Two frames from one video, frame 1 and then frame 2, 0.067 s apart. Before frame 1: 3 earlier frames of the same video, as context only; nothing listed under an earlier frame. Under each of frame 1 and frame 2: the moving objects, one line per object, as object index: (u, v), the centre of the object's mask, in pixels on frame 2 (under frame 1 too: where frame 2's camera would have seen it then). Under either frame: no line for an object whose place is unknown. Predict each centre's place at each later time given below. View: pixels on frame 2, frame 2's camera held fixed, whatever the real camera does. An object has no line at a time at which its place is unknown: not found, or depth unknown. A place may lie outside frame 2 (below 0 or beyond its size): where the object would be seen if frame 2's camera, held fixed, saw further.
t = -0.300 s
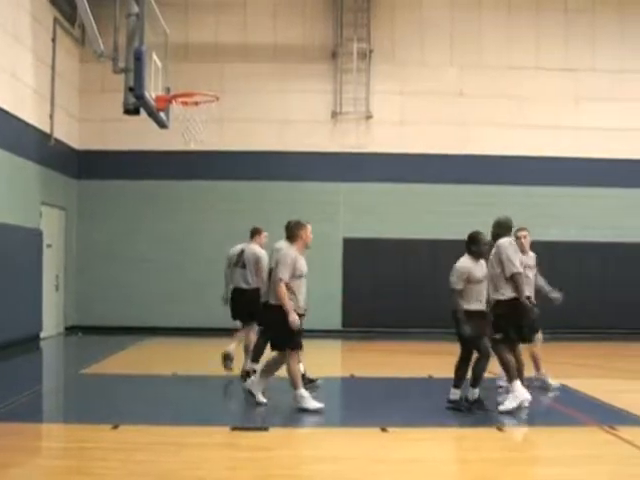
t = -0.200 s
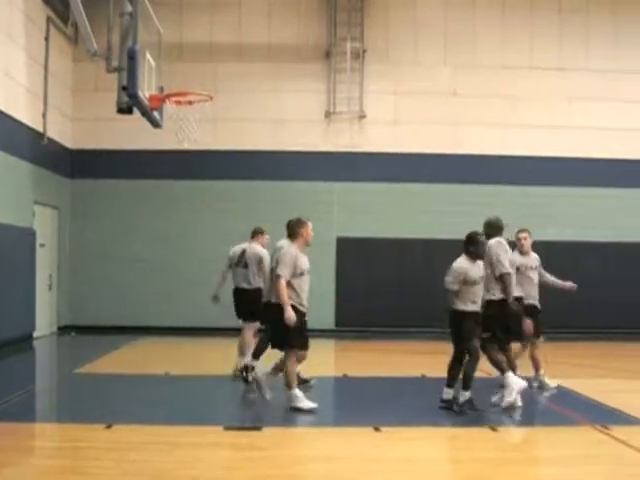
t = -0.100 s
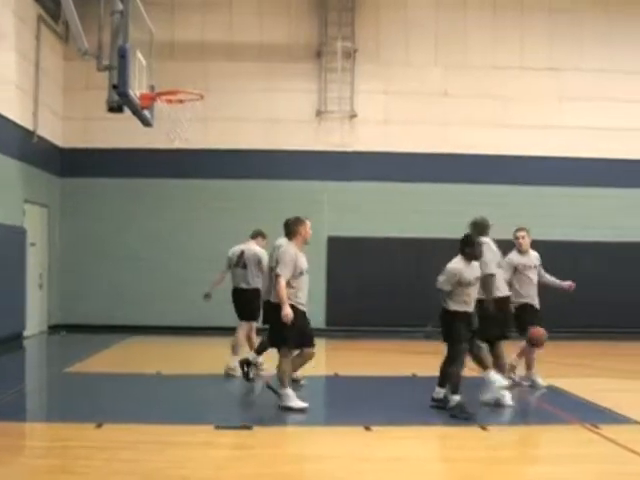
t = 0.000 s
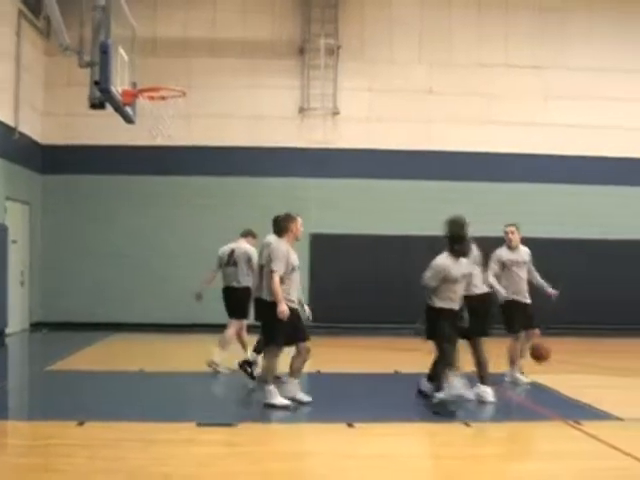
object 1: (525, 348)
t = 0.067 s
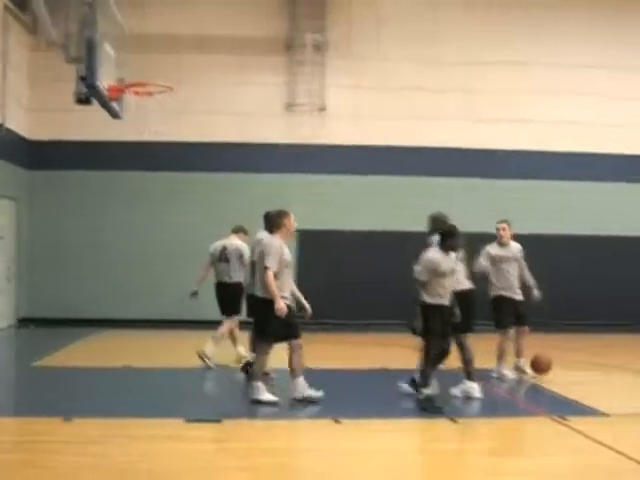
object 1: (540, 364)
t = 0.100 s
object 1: (547, 369)
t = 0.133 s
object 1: (555, 360)
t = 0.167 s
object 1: (563, 352)
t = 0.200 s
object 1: (569, 346)
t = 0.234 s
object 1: (577, 339)
